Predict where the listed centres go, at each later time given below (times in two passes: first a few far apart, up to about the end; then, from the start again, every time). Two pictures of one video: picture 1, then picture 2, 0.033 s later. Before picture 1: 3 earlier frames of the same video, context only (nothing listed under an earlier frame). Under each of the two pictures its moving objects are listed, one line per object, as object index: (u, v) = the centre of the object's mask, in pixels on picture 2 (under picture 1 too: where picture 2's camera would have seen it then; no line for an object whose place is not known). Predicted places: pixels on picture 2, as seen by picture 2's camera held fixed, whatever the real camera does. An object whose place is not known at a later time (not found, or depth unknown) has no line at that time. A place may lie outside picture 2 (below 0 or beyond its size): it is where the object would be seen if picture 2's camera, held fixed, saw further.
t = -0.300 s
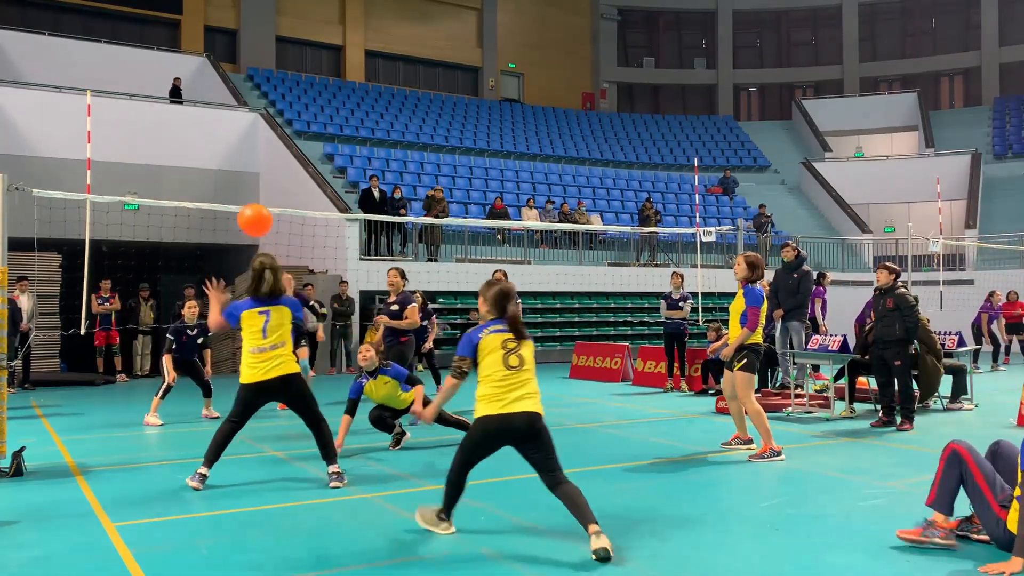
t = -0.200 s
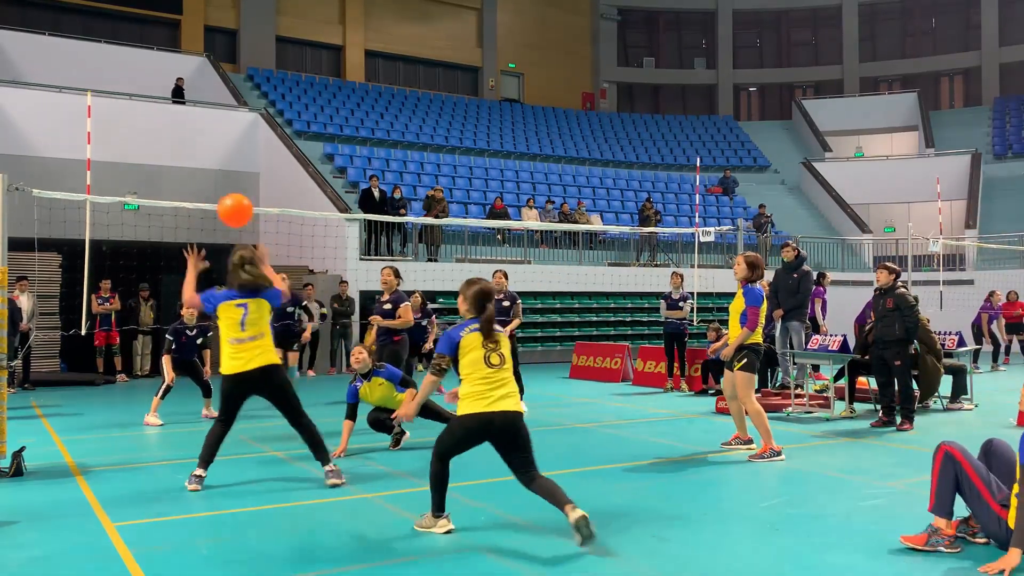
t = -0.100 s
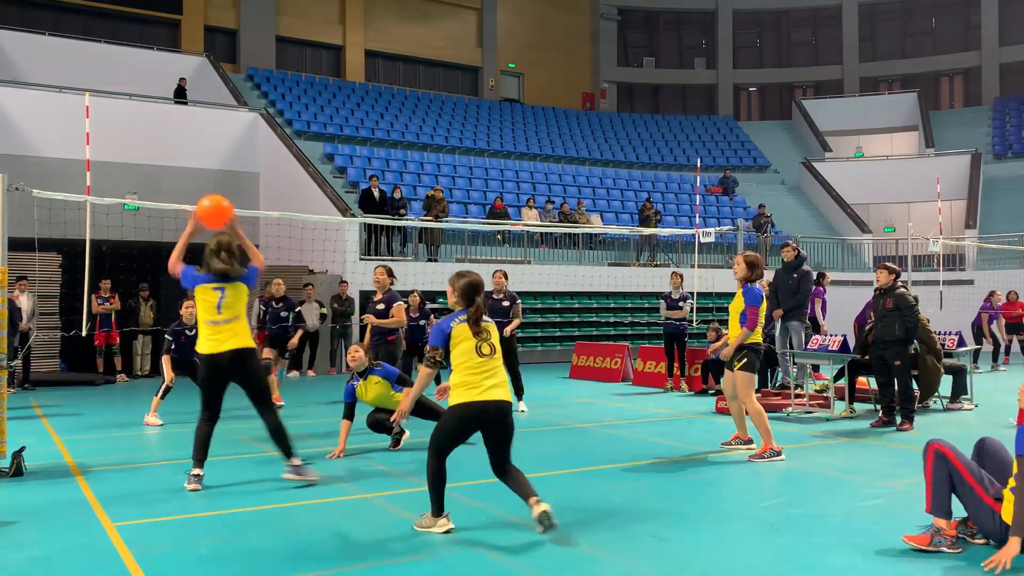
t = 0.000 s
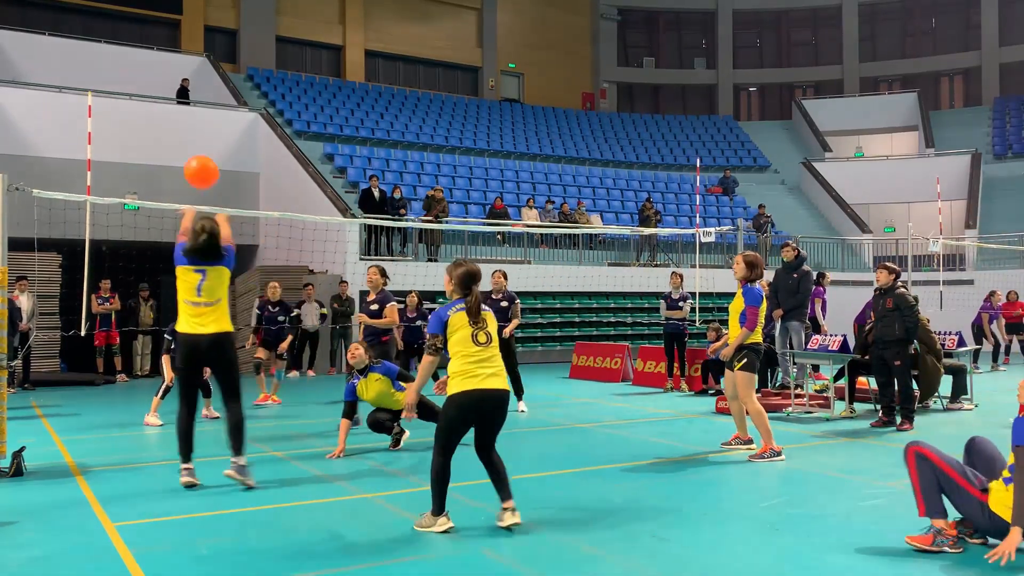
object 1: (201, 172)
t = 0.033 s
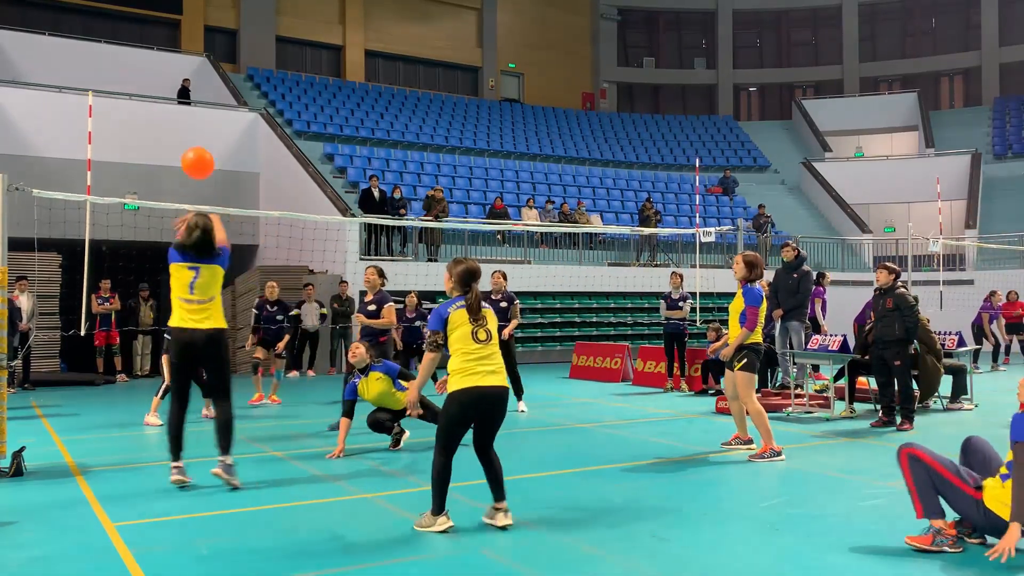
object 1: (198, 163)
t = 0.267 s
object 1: (181, 148)
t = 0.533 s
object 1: (170, 193)
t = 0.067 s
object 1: (194, 156)
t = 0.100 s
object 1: (192, 151)
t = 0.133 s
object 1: (189, 148)
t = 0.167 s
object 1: (187, 147)
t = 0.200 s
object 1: (185, 146)
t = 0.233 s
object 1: (183, 147)
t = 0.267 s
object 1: (181, 148)
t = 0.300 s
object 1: (180, 151)
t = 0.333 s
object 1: (178, 155)
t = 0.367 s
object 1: (176, 159)
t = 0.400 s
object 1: (175, 165)
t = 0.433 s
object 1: (173, 172)
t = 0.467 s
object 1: (171, 179)
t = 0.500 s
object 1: (170, 187)
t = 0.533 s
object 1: (170, 193)
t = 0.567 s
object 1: (169, 207)
